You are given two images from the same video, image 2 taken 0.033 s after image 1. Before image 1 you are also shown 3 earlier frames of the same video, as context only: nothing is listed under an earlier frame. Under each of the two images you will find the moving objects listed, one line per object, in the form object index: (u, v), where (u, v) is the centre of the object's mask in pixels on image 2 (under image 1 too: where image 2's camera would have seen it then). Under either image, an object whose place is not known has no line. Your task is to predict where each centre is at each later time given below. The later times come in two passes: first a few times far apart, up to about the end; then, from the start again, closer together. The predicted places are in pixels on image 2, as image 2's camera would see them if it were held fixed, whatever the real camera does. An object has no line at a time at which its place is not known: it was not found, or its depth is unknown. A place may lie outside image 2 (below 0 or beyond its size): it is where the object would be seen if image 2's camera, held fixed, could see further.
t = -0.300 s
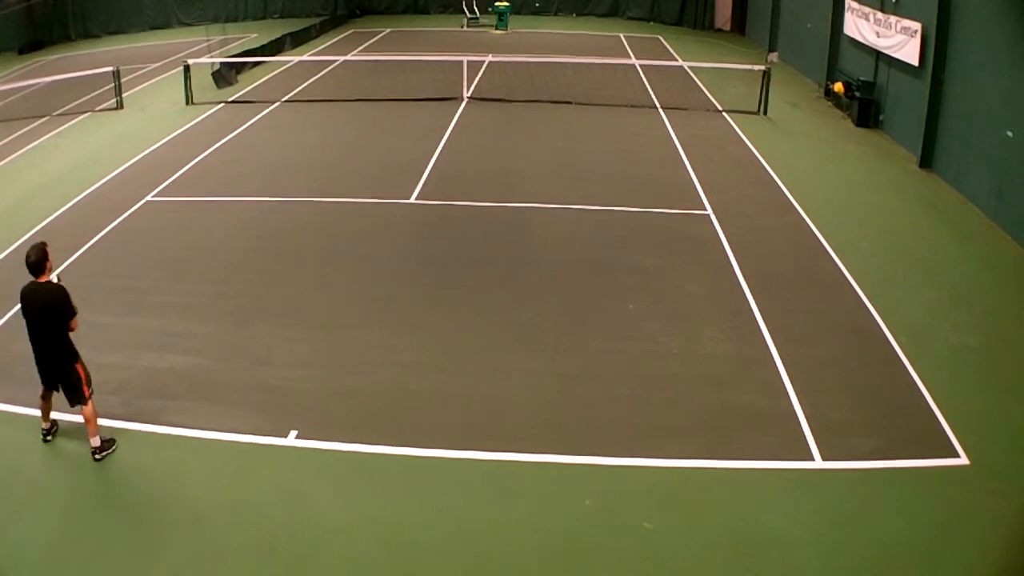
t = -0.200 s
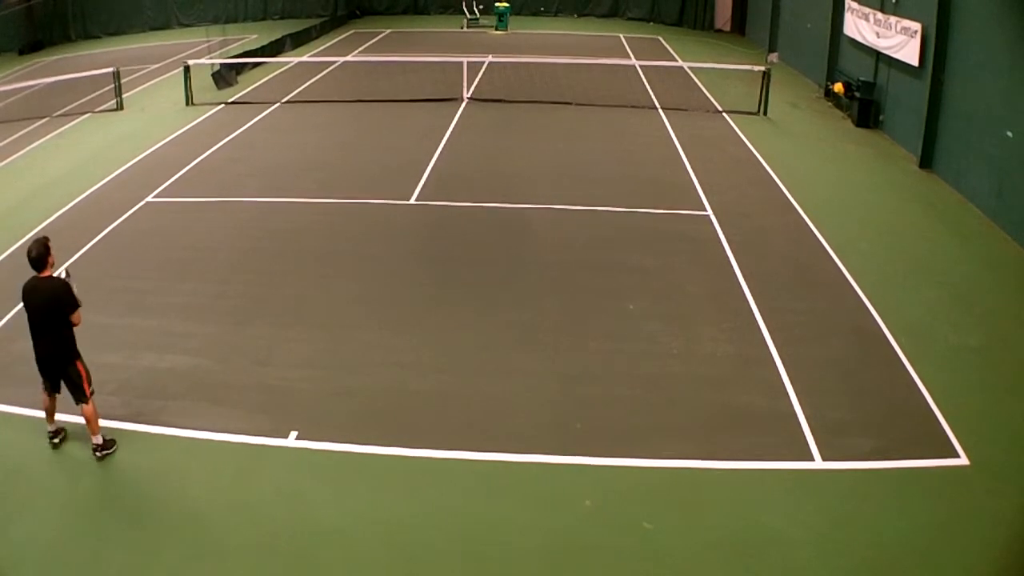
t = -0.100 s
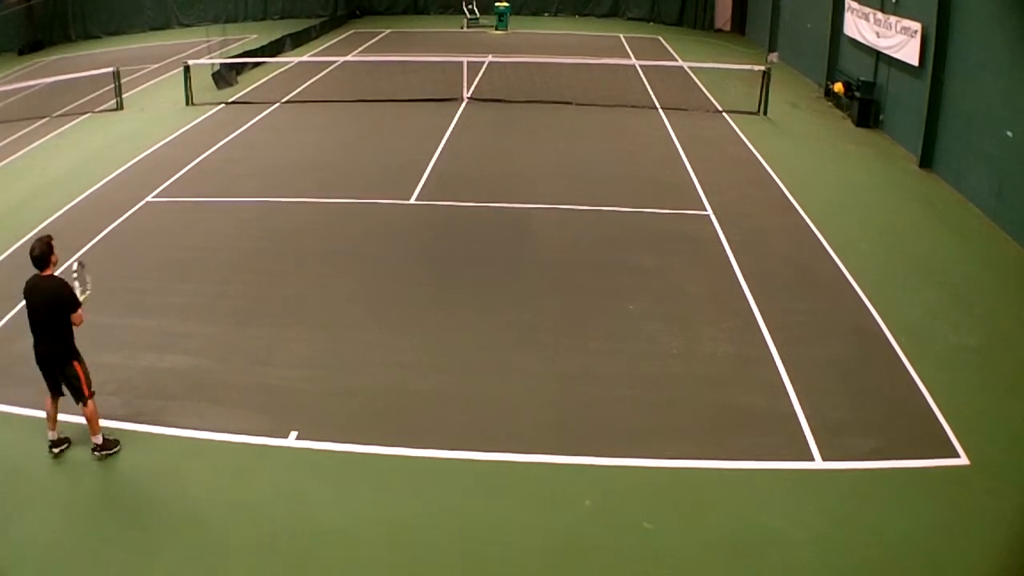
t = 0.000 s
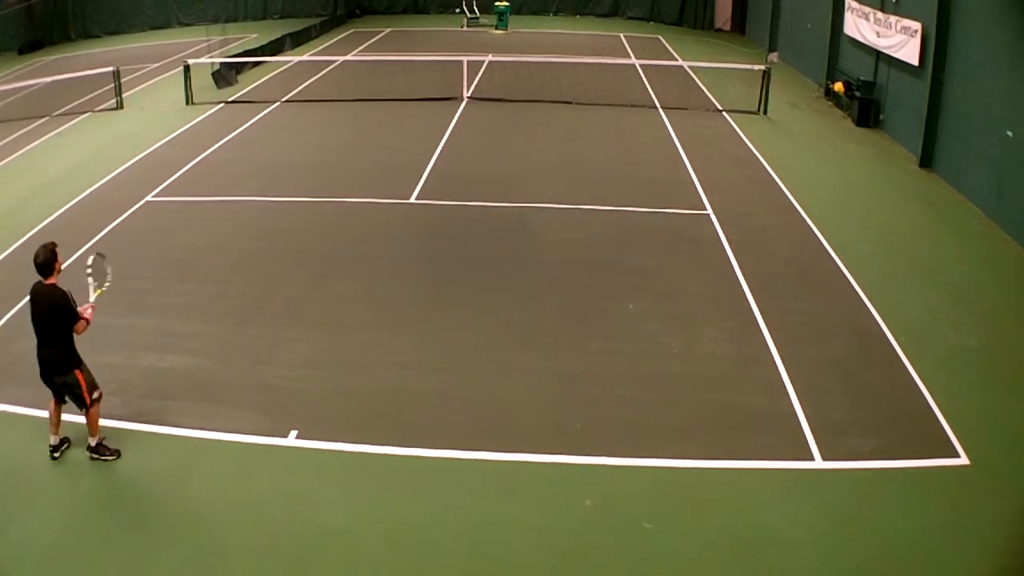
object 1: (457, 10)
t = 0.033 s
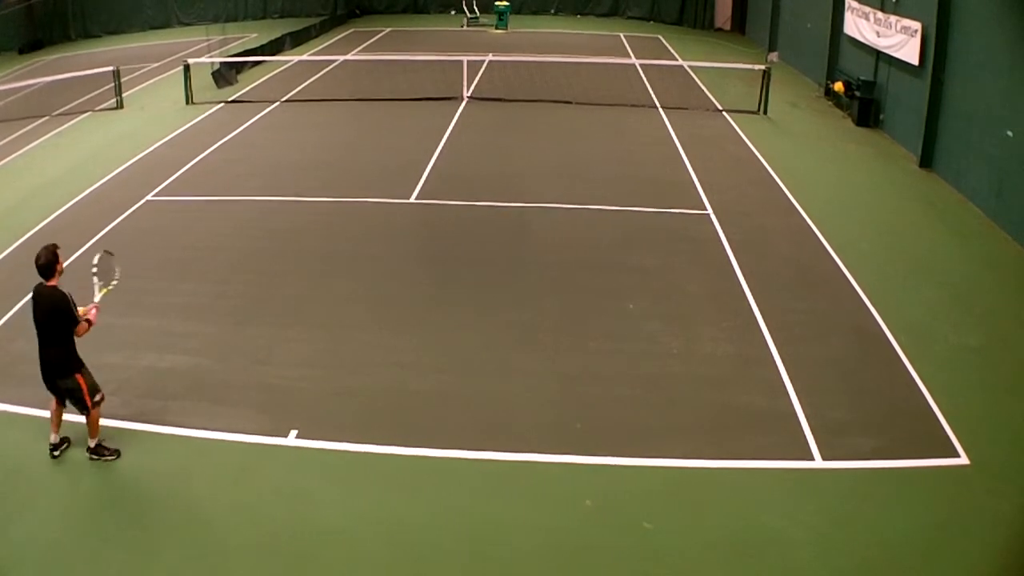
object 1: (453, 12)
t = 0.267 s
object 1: (411, 52)
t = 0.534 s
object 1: (332, 186)
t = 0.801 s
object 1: (237, 263)
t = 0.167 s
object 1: (430, 30)
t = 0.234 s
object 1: (417, 45)
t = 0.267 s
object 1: (411, 52)
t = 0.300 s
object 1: (402, 64)
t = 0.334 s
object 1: (394, 75)
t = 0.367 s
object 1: (385, 89)
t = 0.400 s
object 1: (376, 104)
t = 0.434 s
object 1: (366, 121)
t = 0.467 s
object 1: (356, 140)
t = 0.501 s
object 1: (345, 162)
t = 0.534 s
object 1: (332, 186)
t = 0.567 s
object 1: (320, 213)
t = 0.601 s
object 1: (306, 244)
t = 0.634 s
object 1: (294, 260)
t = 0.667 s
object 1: (284, 258)
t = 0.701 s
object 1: (273, 258)
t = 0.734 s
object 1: (261, 257)
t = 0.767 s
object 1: (250, 260)
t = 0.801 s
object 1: (237, 263)
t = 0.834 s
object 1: (225, 268)
